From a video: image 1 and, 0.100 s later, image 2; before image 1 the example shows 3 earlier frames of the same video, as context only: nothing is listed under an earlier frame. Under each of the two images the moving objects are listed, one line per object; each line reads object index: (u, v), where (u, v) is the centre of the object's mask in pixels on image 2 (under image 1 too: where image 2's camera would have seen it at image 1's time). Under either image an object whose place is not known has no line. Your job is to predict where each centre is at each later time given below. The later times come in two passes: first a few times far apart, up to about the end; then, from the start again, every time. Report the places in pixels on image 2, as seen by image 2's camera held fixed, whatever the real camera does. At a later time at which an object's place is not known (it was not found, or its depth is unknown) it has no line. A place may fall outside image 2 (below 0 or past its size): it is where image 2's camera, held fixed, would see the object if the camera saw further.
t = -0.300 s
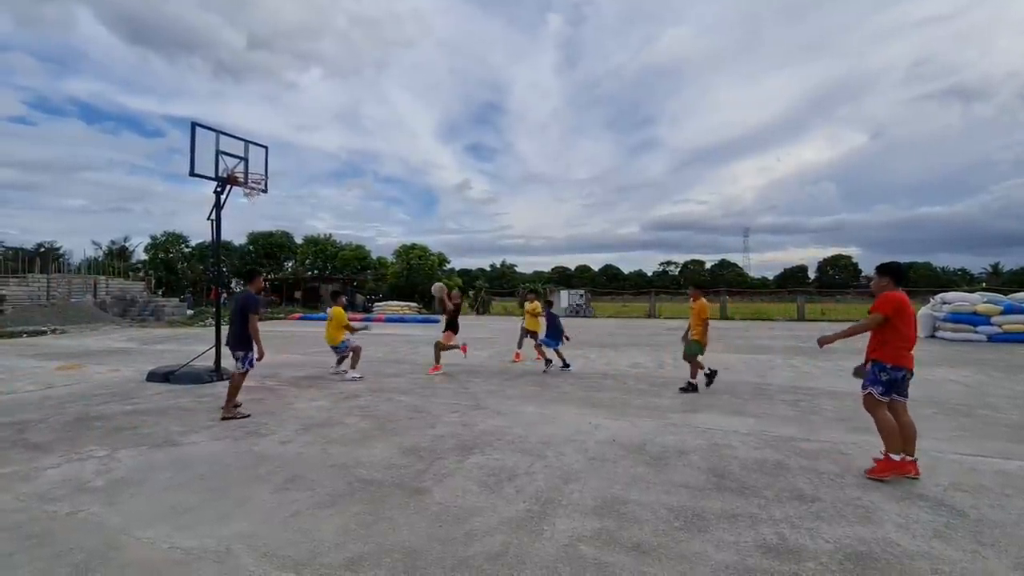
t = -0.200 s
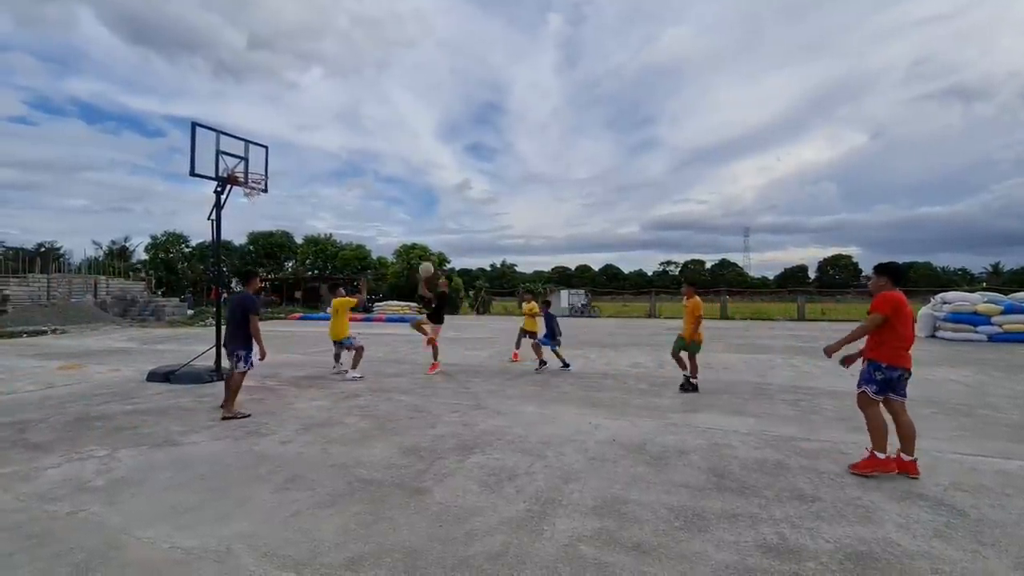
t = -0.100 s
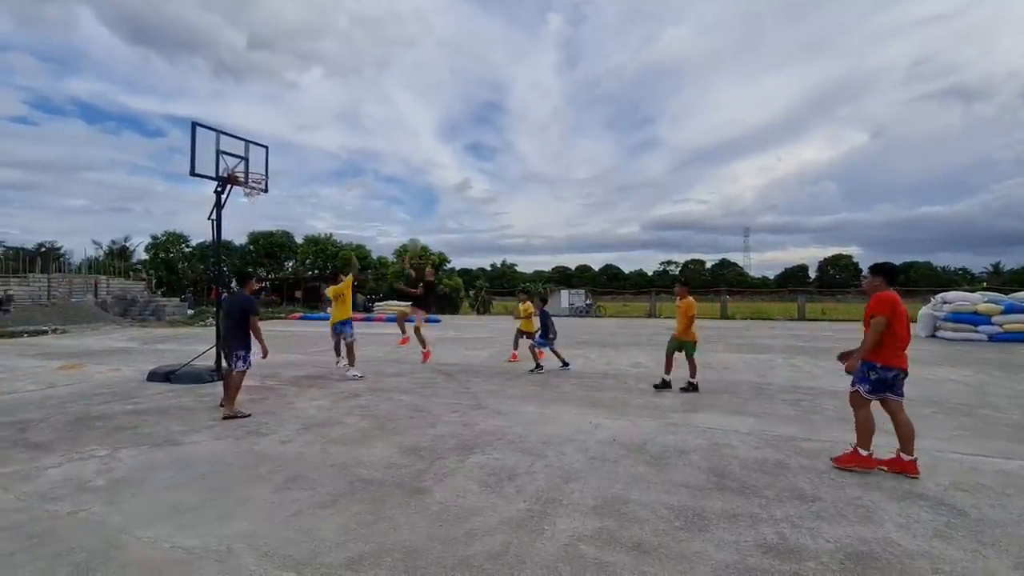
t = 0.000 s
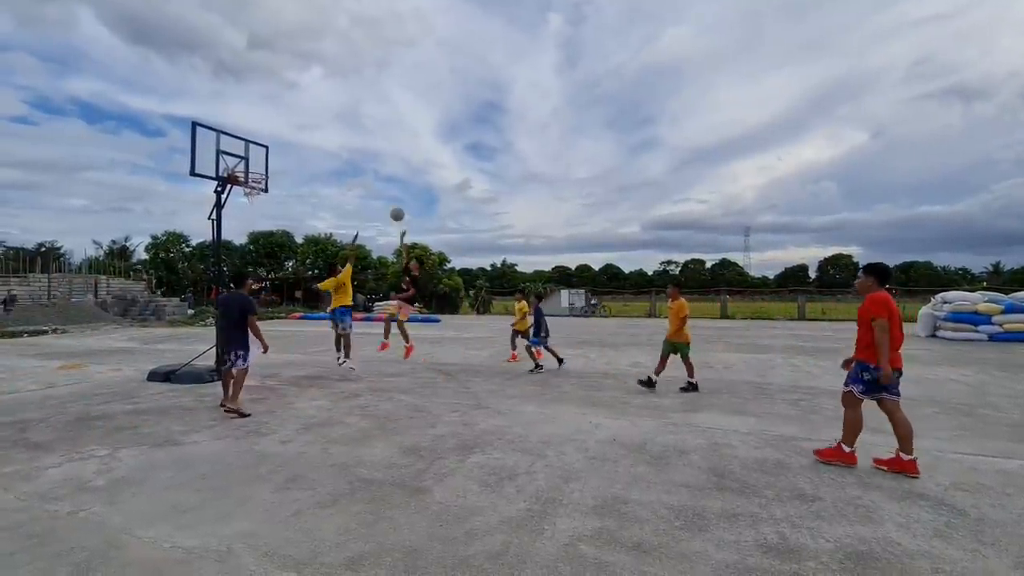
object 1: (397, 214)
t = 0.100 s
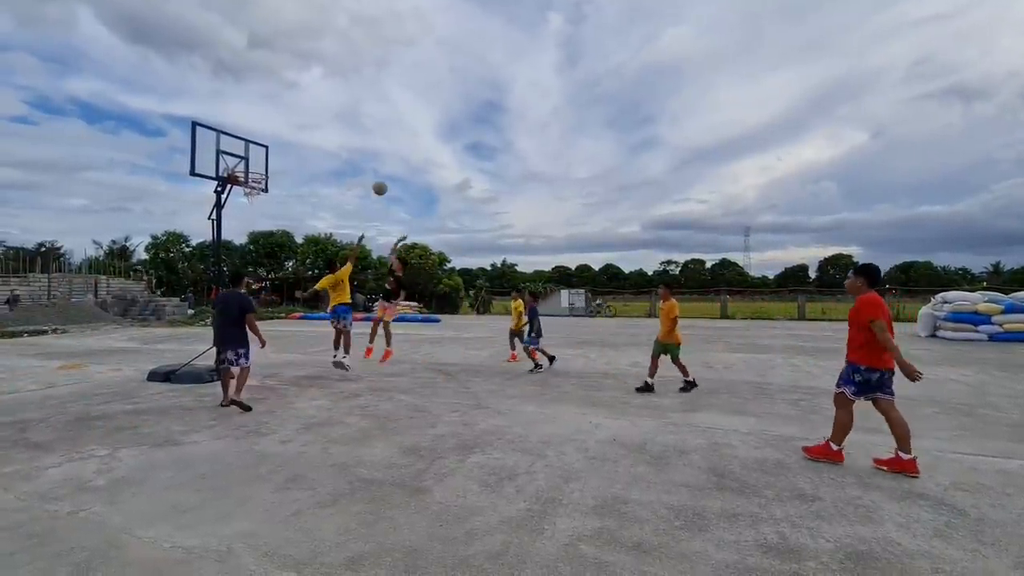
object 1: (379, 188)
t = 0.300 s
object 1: (344, 154)
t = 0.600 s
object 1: (291, 150)
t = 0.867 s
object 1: (254, 167)
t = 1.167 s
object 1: (250, 169)
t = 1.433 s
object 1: (249, 186)
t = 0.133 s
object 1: (374, 181)
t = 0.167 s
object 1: (368, 174)
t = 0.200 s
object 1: (362, 168)
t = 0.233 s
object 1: (356, 163)
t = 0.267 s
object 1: (350, 158)
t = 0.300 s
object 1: (344, 154)
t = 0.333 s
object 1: (339, 151)
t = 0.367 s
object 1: (333, 148)
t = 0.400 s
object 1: (327, 147)
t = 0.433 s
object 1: (321, 145)
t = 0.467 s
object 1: (315, 145)
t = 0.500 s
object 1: (309, 145)
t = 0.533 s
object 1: (303, 146)
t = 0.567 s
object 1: (297, 148)
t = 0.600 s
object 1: (291, 150)
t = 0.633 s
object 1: (285, 153)
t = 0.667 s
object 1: (279, 157)
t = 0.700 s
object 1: (273, 161)
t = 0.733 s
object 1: (266, 167)
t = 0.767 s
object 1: (261, 172)
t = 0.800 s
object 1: (257, 170)
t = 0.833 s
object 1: (256, 168)
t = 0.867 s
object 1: (254, 167)
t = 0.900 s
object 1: (253, 167)
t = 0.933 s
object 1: (248, 167)
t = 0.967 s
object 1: (248, 167)
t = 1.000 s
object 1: (248, 167)
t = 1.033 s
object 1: (249, 167)
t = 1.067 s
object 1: (250, 168)
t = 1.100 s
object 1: (250, 170)
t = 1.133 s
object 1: (250, 169)
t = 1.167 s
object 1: (250, 169)
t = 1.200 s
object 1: (251, 169)
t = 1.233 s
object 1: (250, 171)
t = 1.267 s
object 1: (250, 173)
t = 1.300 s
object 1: (249, 176)
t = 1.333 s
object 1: (250, 180)
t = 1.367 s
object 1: (248, 184)
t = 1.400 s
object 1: (248, 186)
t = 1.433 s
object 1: (249, 186)
